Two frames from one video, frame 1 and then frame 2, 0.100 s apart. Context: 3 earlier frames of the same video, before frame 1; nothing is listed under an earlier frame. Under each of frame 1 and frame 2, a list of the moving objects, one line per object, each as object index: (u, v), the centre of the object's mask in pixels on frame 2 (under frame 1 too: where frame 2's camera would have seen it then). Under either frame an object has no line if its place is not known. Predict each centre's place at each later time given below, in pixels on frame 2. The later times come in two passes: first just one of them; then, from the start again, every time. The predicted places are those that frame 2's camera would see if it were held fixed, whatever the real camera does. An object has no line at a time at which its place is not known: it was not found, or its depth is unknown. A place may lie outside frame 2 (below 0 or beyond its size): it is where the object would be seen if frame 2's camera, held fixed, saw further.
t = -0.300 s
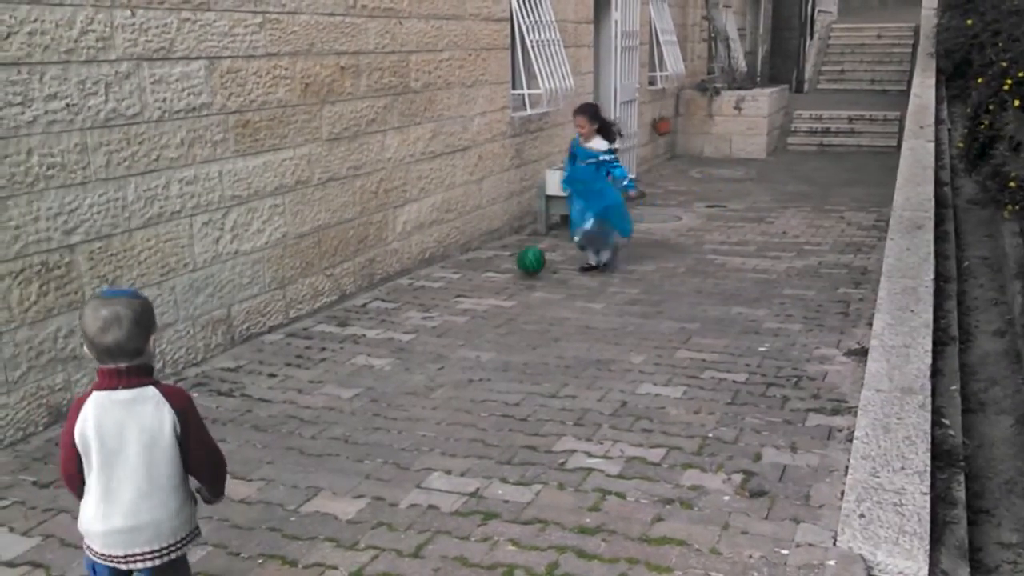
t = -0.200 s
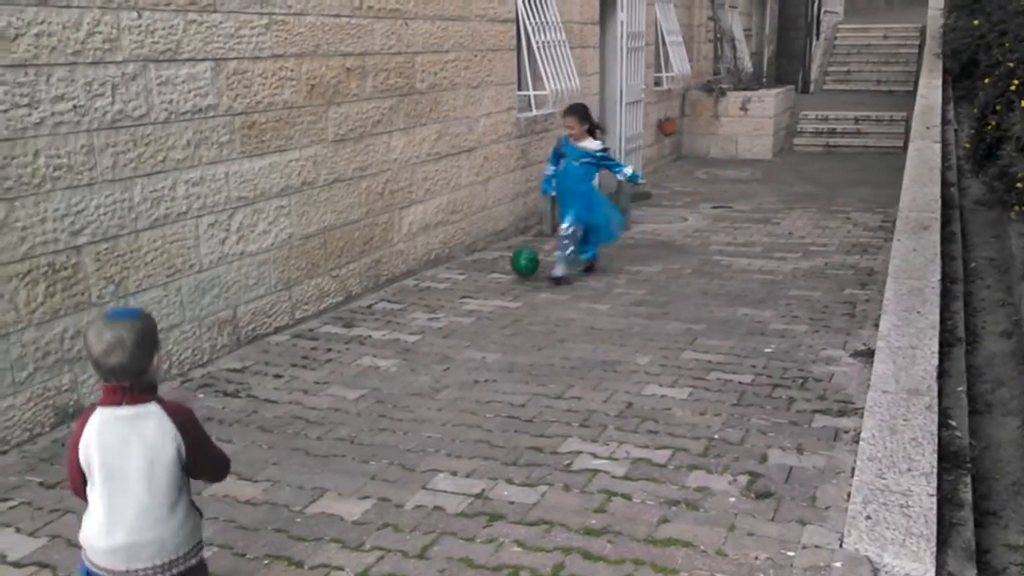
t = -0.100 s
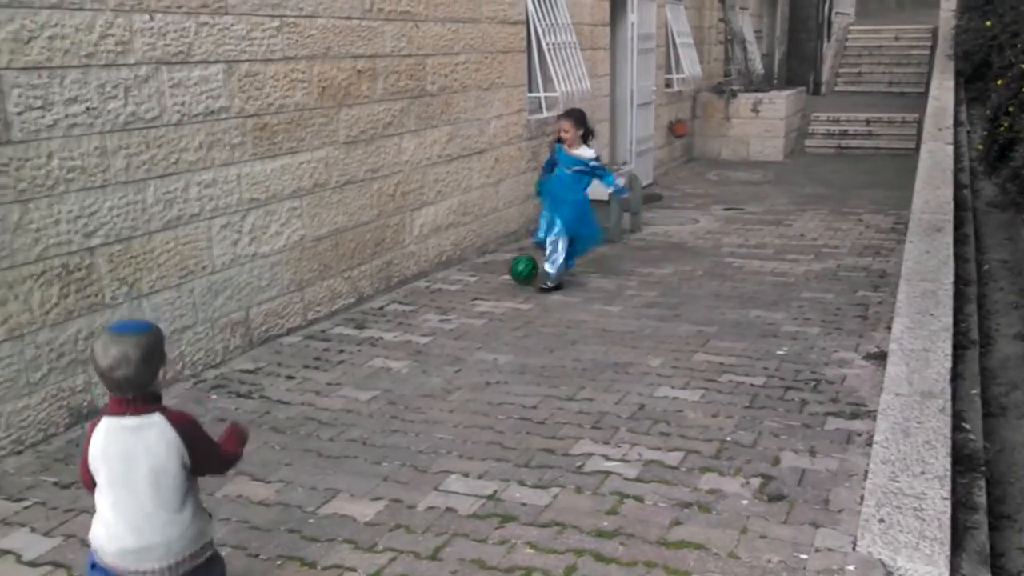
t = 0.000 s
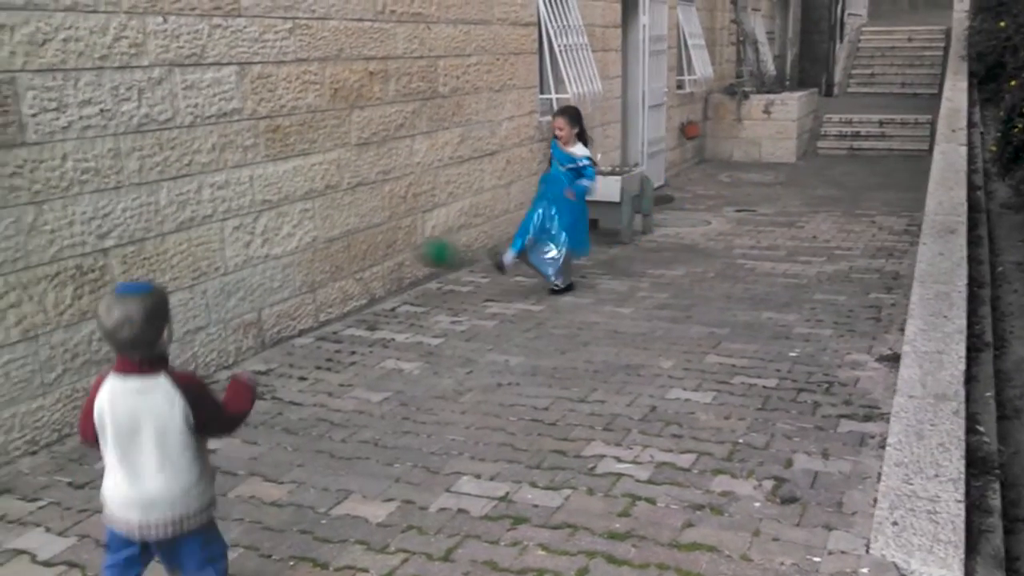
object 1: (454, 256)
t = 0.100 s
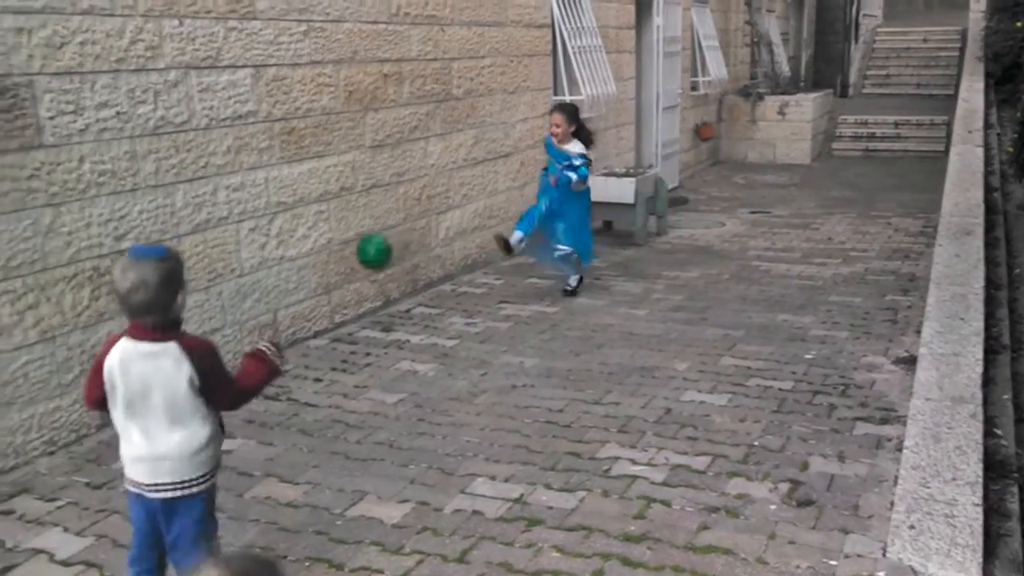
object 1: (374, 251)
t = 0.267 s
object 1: (364, 317)
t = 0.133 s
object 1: (373, 259)
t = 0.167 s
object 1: (372, 269)
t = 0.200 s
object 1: (369, 281)
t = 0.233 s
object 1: (366, 297)
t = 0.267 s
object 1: (364, 317)
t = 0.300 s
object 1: (360, 343)
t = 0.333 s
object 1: (355, 371)
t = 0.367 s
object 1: (349, 405)
